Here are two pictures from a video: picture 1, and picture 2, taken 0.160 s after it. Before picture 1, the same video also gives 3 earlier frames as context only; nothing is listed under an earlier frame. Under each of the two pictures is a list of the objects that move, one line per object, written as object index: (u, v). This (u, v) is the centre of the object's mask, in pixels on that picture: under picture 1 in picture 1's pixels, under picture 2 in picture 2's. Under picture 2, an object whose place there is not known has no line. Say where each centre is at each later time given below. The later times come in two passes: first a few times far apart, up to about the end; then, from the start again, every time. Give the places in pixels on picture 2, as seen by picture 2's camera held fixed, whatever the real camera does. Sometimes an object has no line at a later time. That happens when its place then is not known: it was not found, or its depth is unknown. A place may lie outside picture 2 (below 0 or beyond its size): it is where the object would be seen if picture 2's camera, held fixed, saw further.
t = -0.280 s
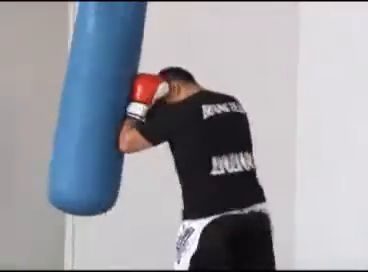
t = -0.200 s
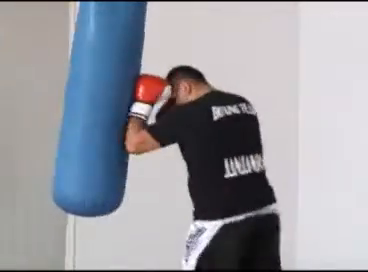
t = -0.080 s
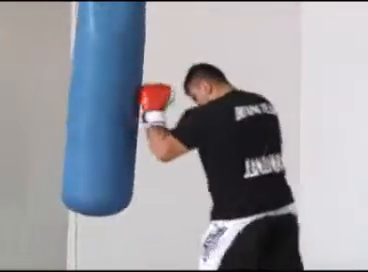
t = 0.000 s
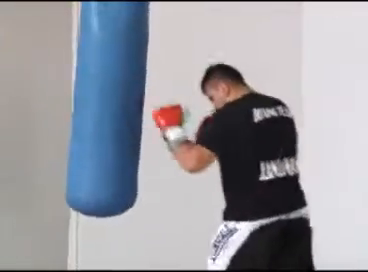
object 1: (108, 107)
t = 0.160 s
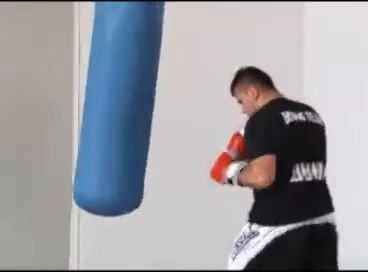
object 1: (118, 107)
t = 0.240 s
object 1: (117, 106)
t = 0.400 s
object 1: (126, 106)
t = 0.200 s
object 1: (118, 106)
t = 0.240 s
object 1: (117, 106)
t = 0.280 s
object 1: (117, 107)
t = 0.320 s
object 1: (119, 107)
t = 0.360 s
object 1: (123, 106)
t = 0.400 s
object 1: (126, 106)
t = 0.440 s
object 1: (129, 106)
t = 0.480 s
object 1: (133, 105)
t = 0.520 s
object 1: (136, 105)
